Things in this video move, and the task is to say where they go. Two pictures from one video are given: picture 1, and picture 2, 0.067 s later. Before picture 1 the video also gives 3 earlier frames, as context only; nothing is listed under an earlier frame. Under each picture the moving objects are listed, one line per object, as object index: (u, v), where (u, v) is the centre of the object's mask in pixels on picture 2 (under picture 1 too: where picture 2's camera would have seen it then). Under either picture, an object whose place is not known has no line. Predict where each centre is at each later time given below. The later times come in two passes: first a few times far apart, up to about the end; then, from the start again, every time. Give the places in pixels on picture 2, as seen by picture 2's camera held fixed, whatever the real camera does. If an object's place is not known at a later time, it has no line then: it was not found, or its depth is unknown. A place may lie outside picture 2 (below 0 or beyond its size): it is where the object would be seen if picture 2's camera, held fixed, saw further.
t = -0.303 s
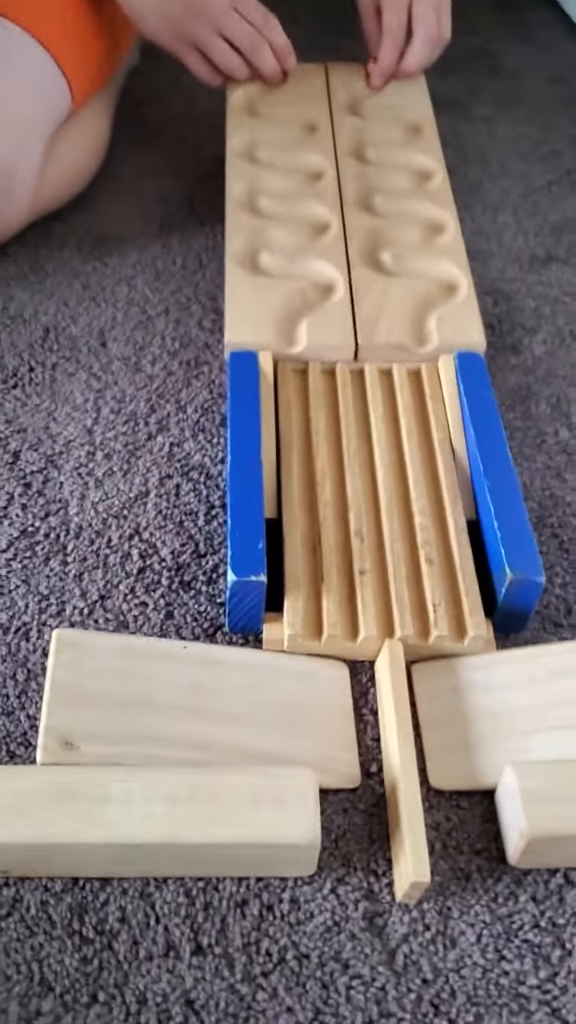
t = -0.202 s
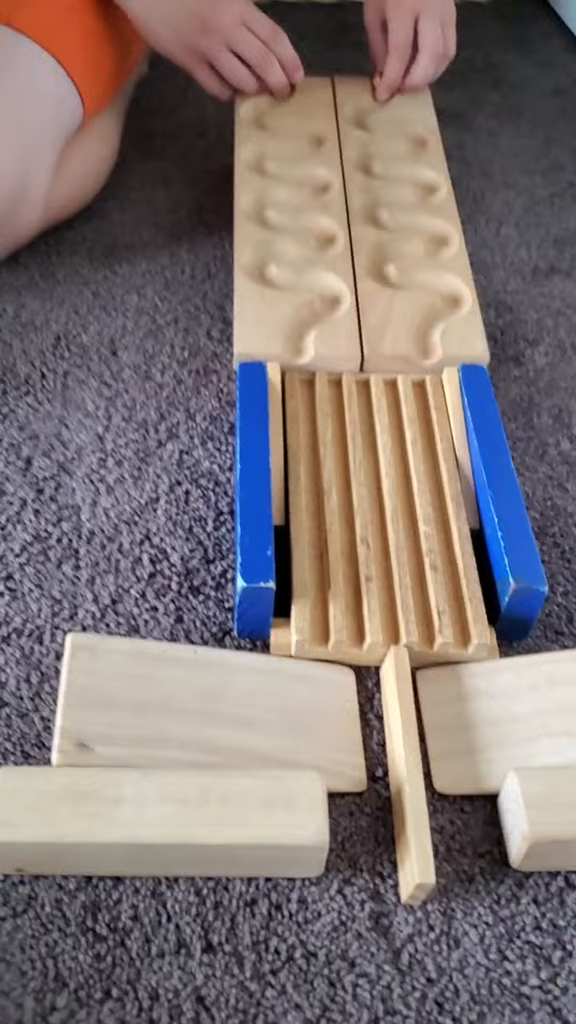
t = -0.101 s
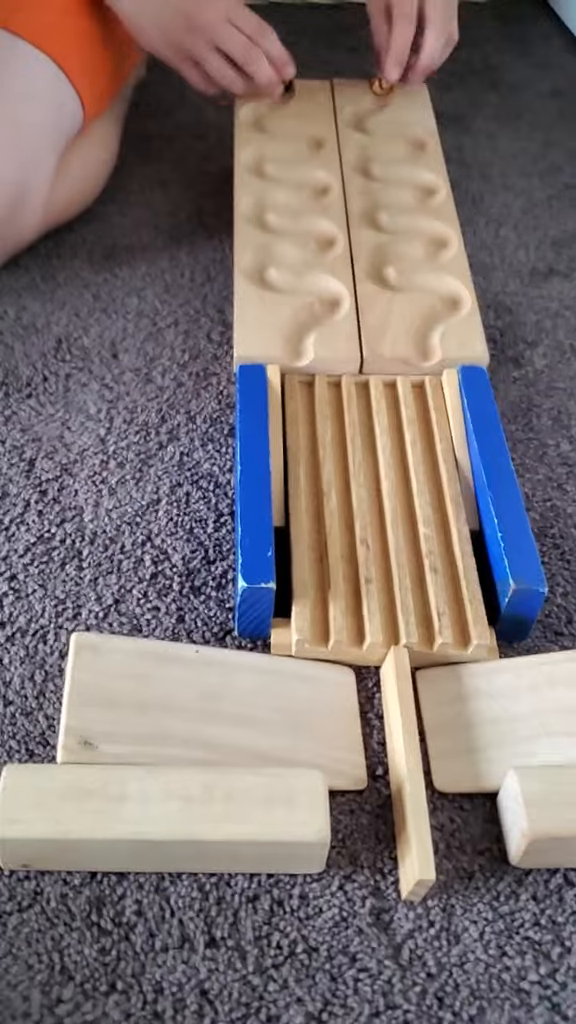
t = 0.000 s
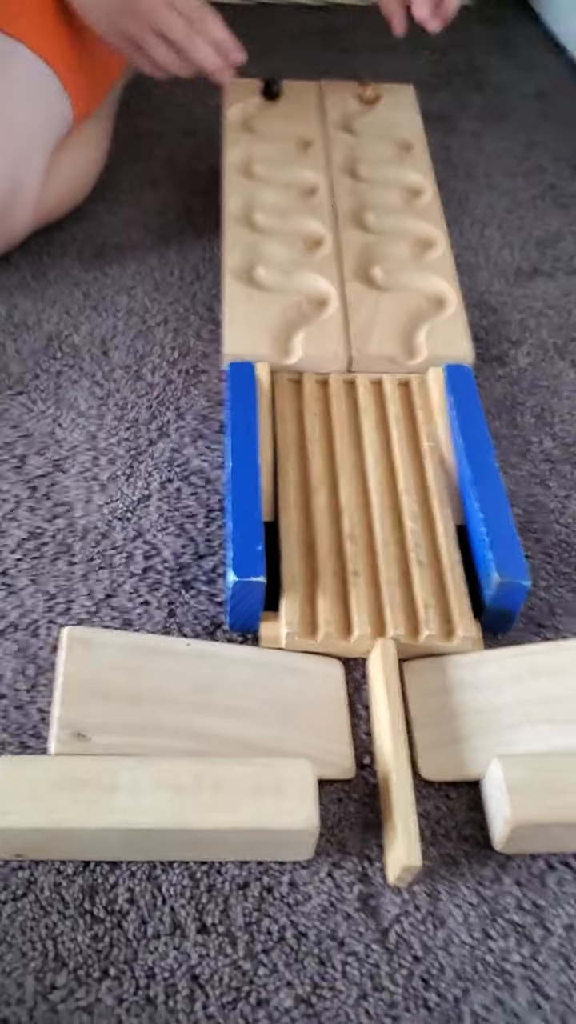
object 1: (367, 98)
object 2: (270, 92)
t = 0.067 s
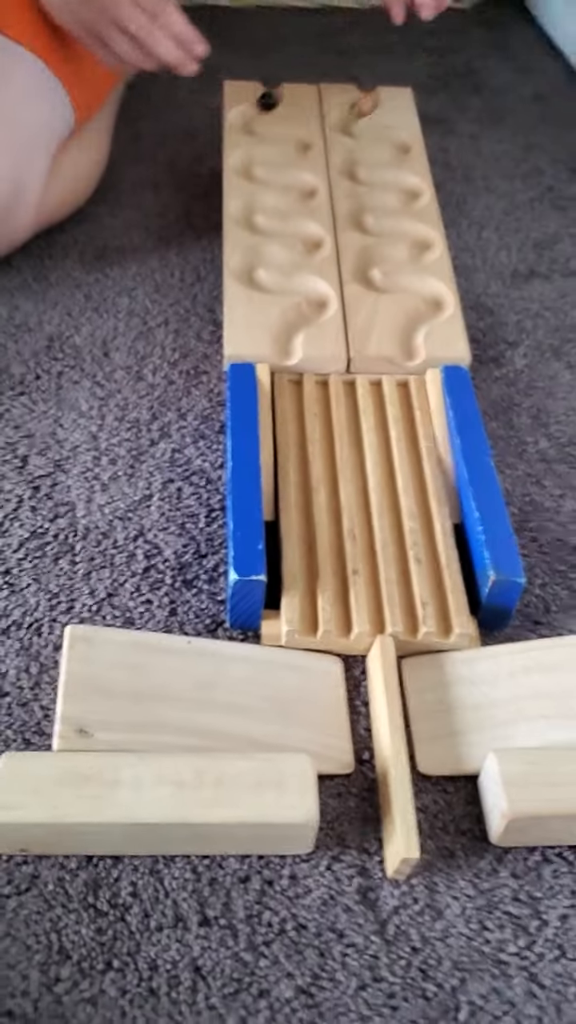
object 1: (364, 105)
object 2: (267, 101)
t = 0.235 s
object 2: (239, 122)
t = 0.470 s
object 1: (406, 143)
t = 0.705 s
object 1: (359, 156)
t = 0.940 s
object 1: (377, 178)
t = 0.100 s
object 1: (352, 112)
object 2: (261, 105)
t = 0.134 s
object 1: (344, 116)
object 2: (252, 110)
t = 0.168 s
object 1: (340, 118)
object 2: (244, 114)
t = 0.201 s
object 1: (342, 124)
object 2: (237, 117)
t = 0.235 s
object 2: (239, 122)
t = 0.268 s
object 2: (248, 127)
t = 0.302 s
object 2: (258, 130)
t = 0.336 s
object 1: (371, 132)
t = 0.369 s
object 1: (382, 131)
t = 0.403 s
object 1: (394, 135)
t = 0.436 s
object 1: (402, 139)
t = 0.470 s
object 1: (406, 143)
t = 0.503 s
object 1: (408, 147)
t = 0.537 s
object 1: (405, 151)
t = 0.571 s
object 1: (402, 155)
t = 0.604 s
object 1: (389, 154)
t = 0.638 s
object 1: (379, 155)
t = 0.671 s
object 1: (373, 154)
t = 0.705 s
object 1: (359, 156)
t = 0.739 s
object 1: (354, 158)
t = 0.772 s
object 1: (347, 161)
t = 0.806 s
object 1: (346, 164)
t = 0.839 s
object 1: (349, 171)
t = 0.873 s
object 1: (356, 174)
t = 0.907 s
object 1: (363, 176)
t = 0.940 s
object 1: (377, 178)
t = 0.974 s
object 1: (391, 177)
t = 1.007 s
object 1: (400, 179)
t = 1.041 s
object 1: (409, 184)
